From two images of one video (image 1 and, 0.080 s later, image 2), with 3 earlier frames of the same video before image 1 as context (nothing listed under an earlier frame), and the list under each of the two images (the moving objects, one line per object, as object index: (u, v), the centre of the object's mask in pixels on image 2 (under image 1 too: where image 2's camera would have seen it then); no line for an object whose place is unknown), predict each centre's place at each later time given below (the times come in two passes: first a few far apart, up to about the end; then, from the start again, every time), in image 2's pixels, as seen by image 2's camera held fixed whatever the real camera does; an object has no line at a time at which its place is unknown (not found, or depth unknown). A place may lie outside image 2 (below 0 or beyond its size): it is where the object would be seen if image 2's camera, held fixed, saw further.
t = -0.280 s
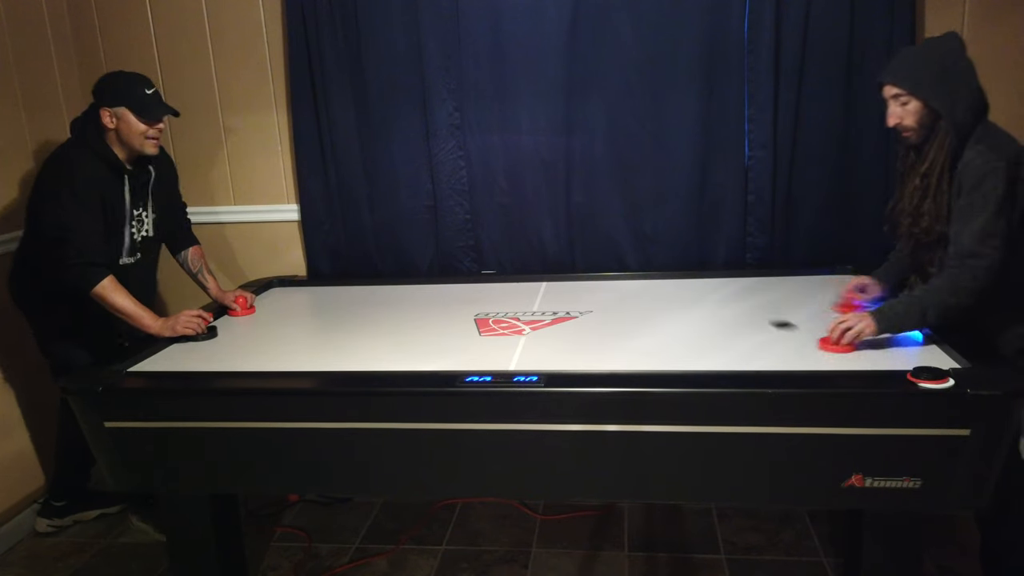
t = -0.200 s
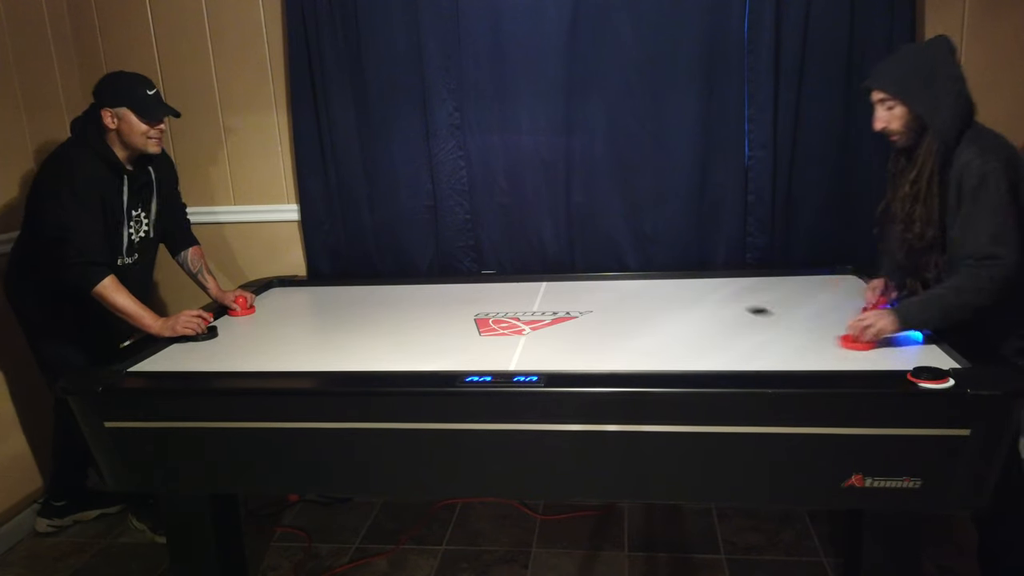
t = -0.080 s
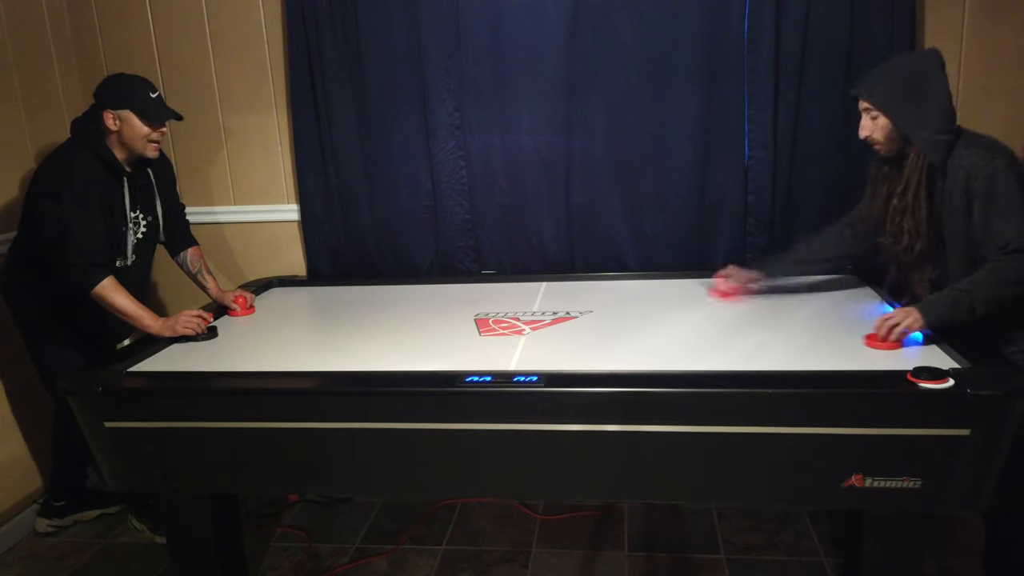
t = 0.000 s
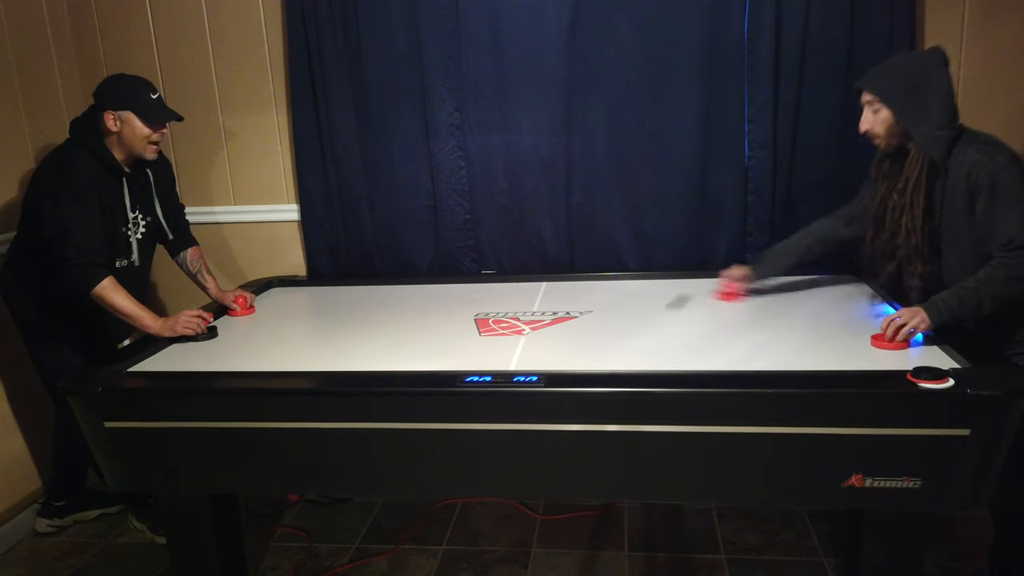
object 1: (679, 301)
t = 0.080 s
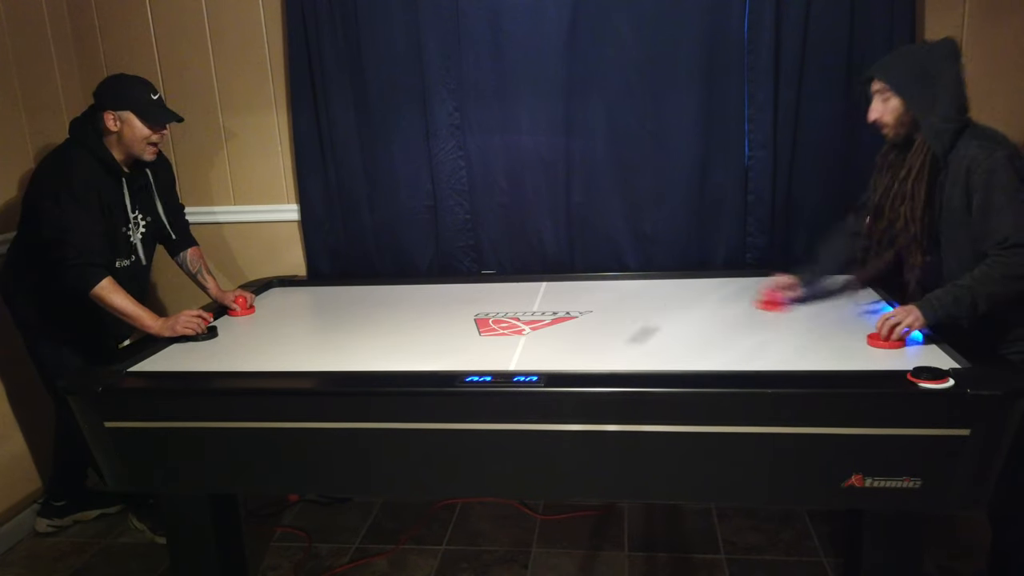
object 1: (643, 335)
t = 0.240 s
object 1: (569, 354)
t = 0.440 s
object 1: (515, 314)
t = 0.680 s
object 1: (470, 288)
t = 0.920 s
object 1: (395, 316)
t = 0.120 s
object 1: (621, 355)
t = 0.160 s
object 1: (599, 368)
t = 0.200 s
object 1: (582, 364)
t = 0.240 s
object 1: (569, 354)
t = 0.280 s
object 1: (558, 346)
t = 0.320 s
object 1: (546, 337)
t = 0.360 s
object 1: (536, 329)
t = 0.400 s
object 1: (524, 319)
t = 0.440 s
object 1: (515, 314)
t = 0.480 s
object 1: (509, 307)
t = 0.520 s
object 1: (502, 302)
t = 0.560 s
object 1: (494, 296)
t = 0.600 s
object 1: (488, 291)
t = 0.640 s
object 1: (480, 286)
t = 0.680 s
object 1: (470, 288)
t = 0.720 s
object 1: (459, 293)
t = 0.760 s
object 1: (447, 297)
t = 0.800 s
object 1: (435, 302)
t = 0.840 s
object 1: (422, 306)
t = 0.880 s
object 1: (408, 311)
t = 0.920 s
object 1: (395, 316)
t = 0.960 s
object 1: (381, 321)
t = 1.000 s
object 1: (366, 326)
